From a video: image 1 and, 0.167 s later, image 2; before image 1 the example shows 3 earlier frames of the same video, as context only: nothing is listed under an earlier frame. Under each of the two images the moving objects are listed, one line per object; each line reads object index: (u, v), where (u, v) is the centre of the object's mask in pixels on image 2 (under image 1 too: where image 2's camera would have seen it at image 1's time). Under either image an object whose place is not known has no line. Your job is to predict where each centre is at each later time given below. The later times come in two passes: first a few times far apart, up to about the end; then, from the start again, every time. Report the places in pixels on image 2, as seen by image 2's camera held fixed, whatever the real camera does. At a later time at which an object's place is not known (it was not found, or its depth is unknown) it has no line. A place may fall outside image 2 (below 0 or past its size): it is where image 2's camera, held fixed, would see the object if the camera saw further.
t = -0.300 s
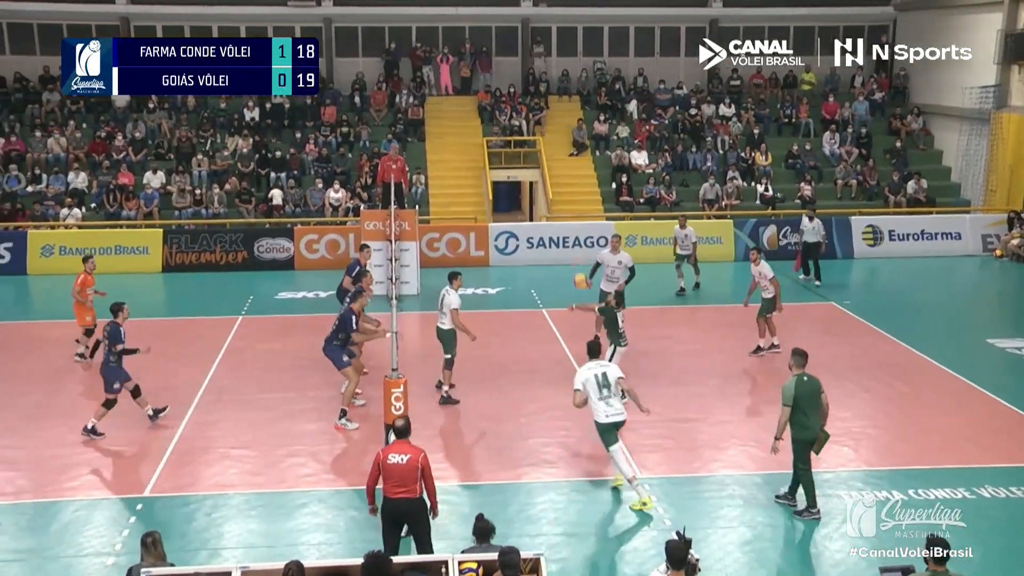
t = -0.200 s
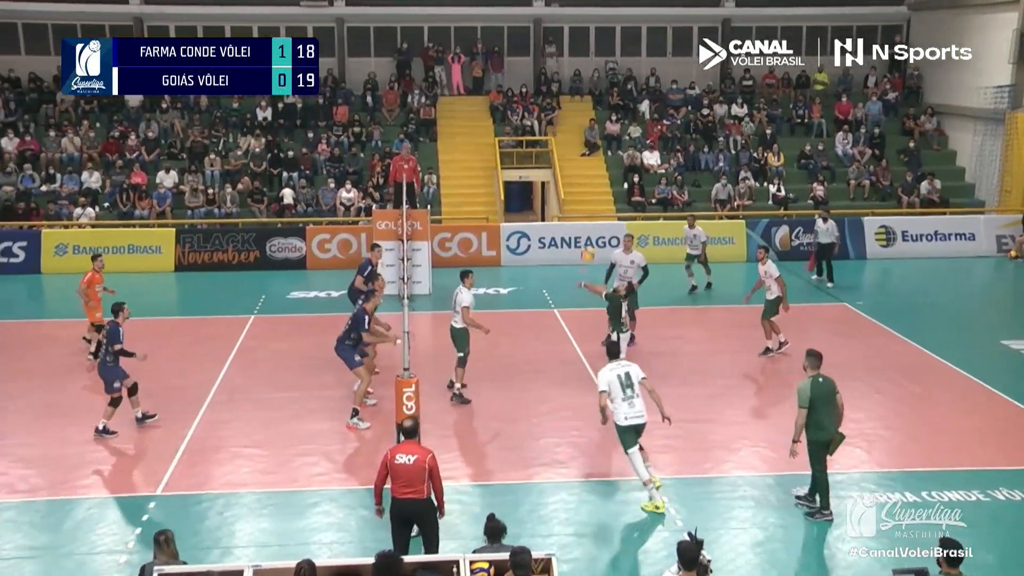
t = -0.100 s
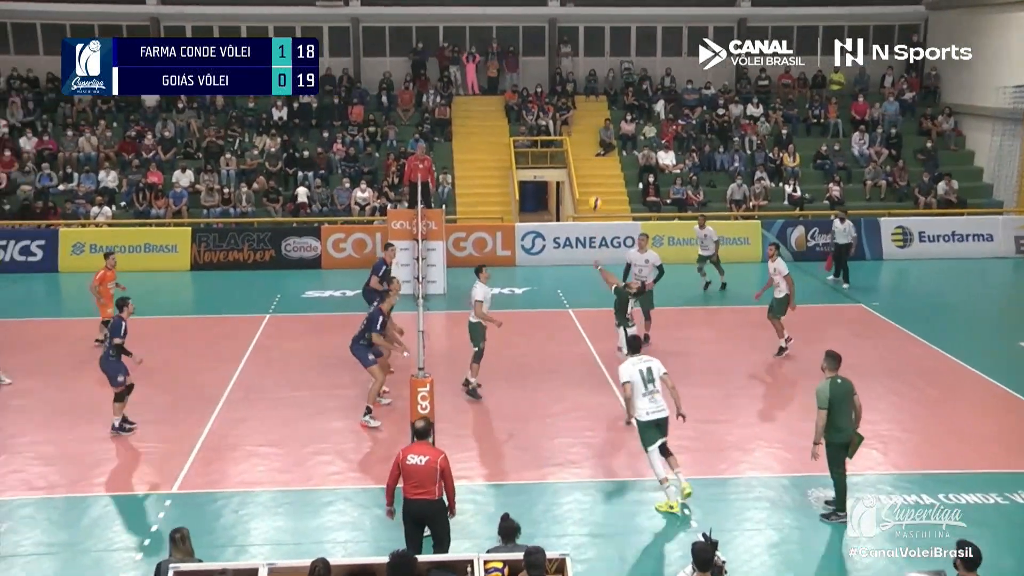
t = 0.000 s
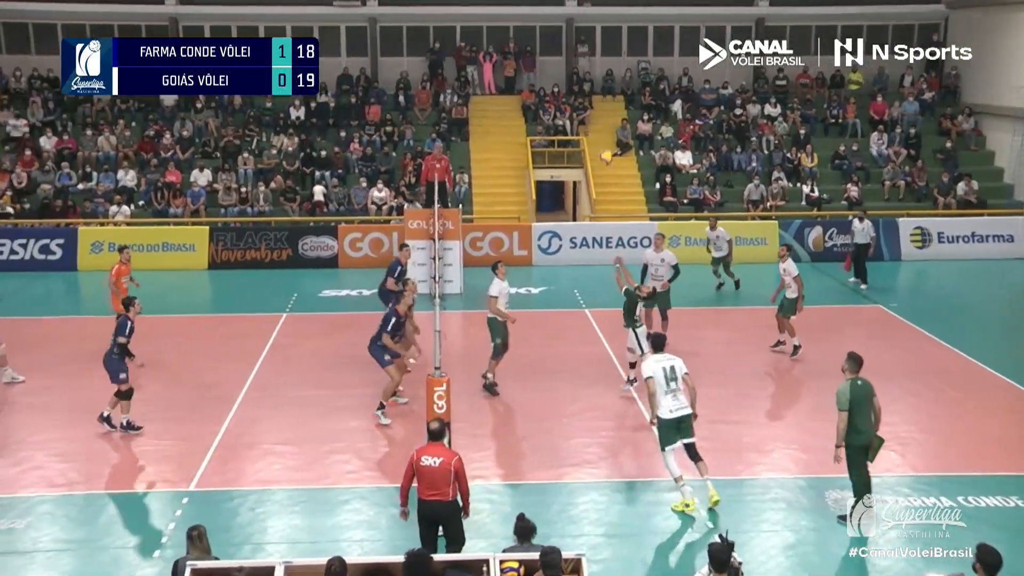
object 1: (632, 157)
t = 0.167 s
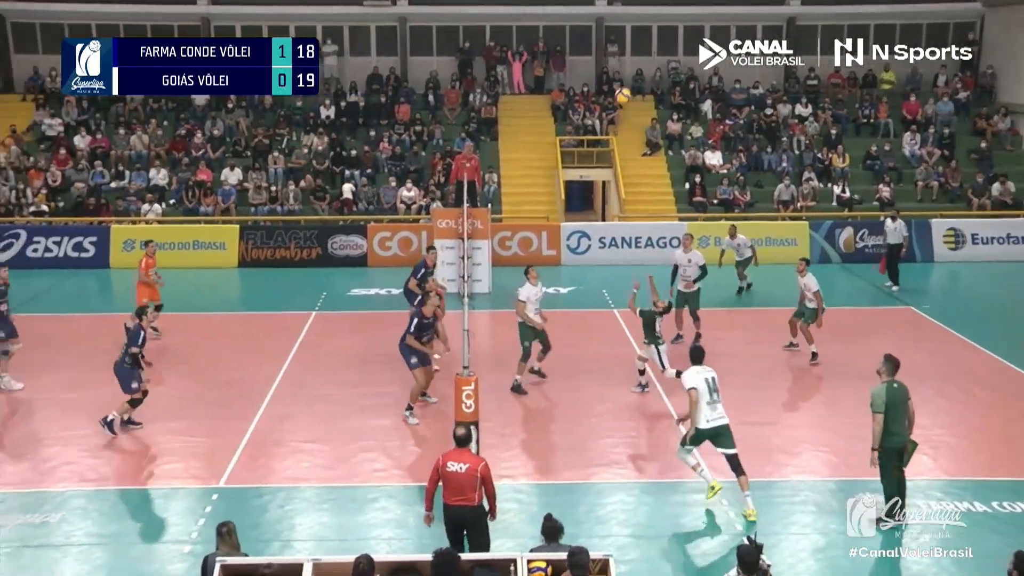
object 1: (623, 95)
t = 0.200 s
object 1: (621, 86)
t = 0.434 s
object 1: (610, 36)
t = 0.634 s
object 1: (597, 24)
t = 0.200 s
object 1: (621, 86)
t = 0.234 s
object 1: (620, 75)
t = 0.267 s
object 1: (618, 68)
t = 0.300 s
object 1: (616, 60)
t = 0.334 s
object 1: (615, 52)
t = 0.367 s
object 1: (613, 46)
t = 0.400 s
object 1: (611, 40)
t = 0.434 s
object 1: (610, 36)
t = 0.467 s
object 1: (608, 32)
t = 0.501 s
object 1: (606, 28)
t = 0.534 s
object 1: (604, 26)
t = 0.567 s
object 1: (602, 25)
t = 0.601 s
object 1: (600, 24)
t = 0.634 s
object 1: (597, 24)
